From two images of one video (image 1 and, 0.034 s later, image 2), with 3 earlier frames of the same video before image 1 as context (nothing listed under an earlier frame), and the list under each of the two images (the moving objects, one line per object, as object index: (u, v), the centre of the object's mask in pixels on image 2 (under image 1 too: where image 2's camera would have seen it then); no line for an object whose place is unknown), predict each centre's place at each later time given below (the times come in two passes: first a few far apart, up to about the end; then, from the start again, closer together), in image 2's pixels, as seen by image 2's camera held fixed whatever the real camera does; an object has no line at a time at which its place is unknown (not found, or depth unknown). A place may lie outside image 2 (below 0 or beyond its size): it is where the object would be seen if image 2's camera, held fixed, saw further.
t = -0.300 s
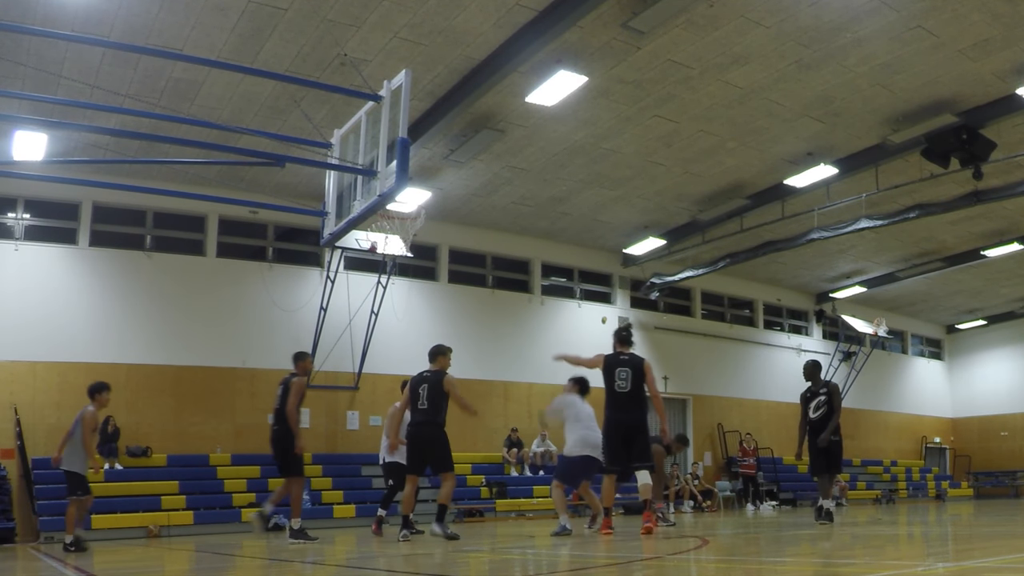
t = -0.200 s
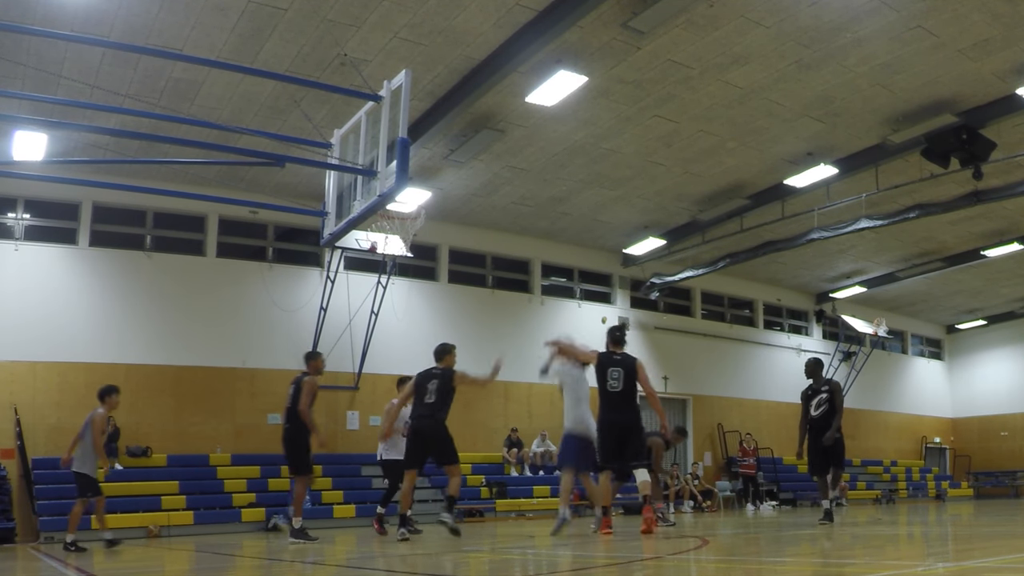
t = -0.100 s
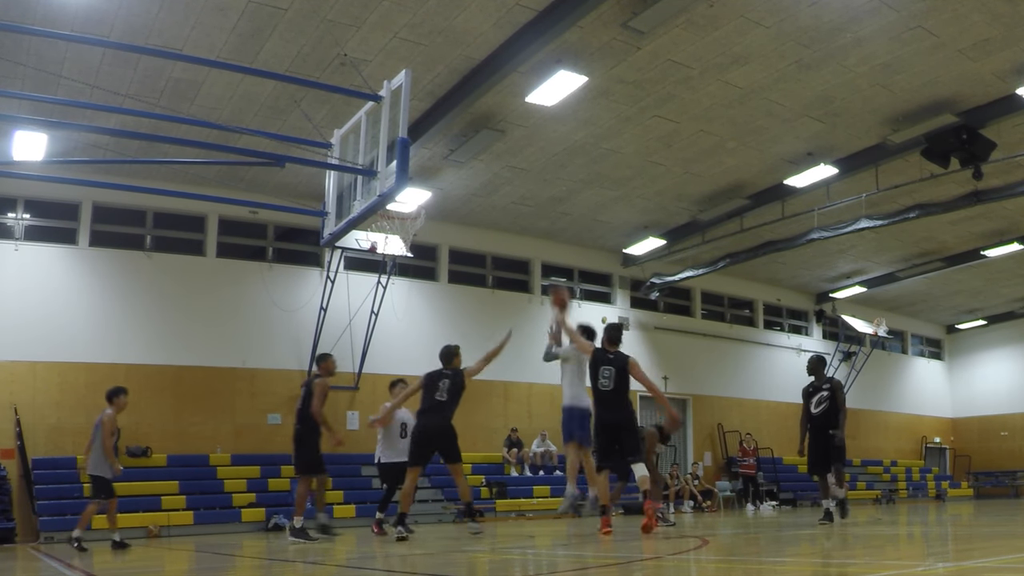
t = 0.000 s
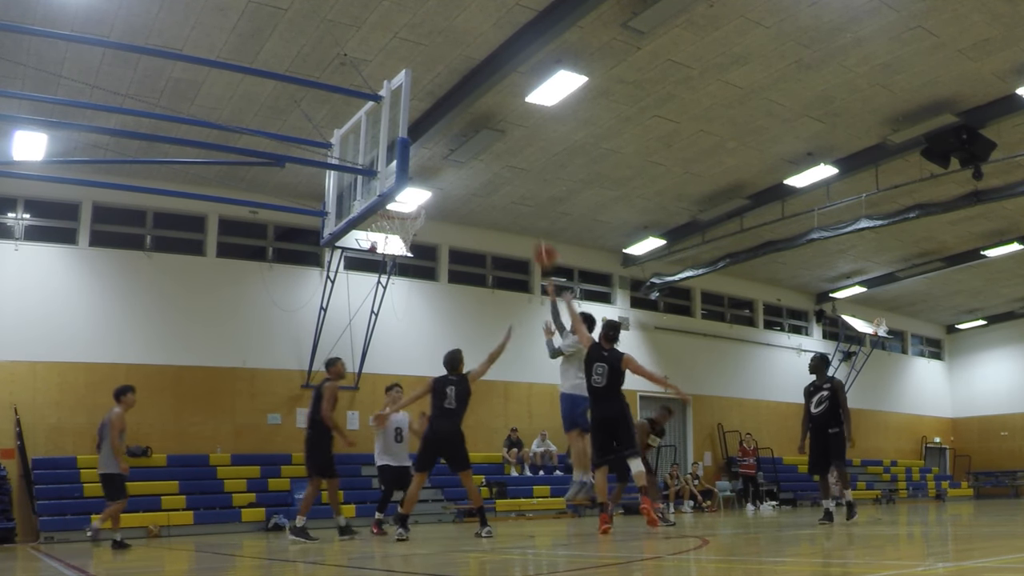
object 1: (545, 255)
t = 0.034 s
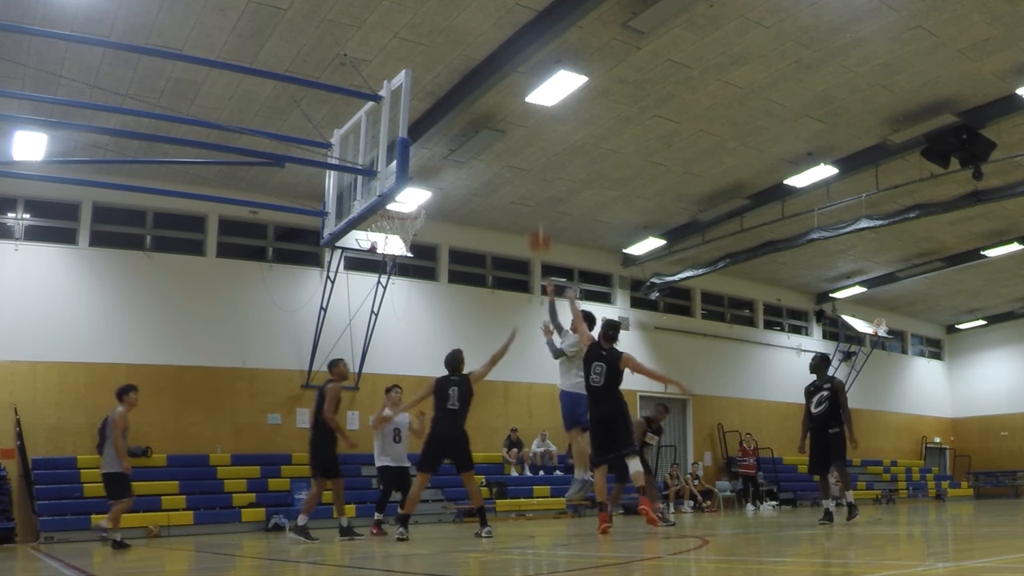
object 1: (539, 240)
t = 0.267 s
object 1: (498, 178)
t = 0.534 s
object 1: (450, 164)
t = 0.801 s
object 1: (391, 220)
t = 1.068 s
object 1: (367, 305)
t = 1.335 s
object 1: (346, 466)
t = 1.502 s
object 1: (346, 487)
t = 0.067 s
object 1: (534, 229)
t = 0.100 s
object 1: (527, 217)
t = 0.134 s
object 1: (522, 210)
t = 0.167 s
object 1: (516, 199)
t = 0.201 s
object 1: (511, 191)
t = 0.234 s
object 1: (504, 185)
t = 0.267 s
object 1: (498, 178)
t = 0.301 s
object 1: (492, 172)
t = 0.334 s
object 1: (486, 168)
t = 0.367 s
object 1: (481, 165)
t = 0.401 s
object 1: (475, 162)
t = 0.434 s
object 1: (469, 161)
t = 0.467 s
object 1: (463, 161)
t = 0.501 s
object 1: (455, 162)
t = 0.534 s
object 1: (450, 164)
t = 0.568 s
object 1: (442, 168)
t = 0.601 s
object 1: (437, 171)
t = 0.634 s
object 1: (431, 176)
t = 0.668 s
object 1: (423, 181)
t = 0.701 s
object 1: (416, 189)
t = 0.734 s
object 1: (407, 201)
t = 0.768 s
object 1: (399, 210)
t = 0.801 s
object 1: (391, 220)
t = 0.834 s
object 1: (388, 227)
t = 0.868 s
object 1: (384, 240)
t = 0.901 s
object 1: (380, 249)
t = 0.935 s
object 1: (377, 258)
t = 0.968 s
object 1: (376, 265)
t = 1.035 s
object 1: (370, 290)
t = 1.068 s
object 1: (367, 305)
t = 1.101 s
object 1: (364, 319)
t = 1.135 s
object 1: (362, 337)
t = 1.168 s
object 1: (359, 354)
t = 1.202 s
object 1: (356, 376)
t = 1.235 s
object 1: (354, 394)
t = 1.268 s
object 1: (351, 417)
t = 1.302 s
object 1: (349, 440)
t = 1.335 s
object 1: (346, 466)
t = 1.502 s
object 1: (346, 487)
